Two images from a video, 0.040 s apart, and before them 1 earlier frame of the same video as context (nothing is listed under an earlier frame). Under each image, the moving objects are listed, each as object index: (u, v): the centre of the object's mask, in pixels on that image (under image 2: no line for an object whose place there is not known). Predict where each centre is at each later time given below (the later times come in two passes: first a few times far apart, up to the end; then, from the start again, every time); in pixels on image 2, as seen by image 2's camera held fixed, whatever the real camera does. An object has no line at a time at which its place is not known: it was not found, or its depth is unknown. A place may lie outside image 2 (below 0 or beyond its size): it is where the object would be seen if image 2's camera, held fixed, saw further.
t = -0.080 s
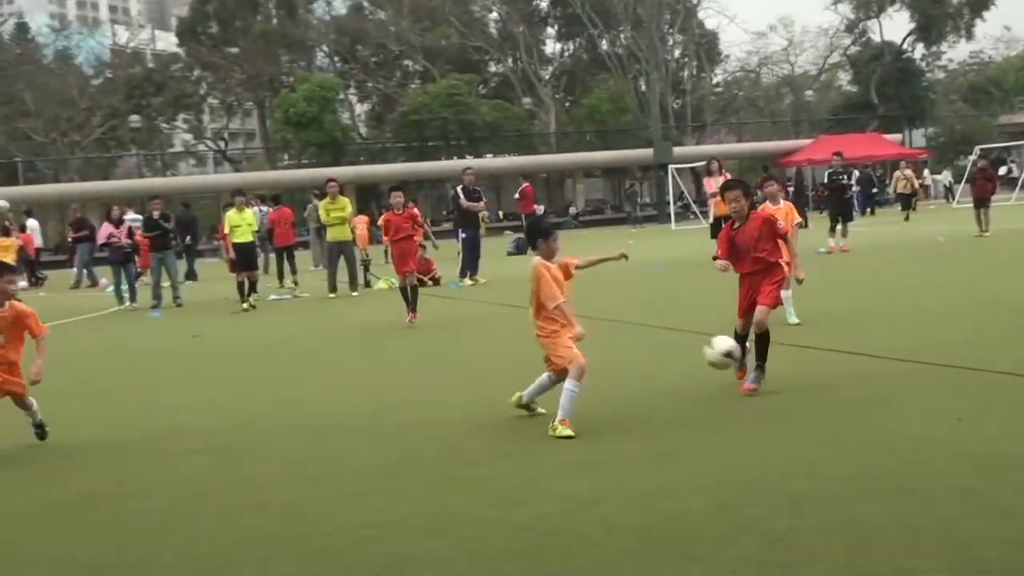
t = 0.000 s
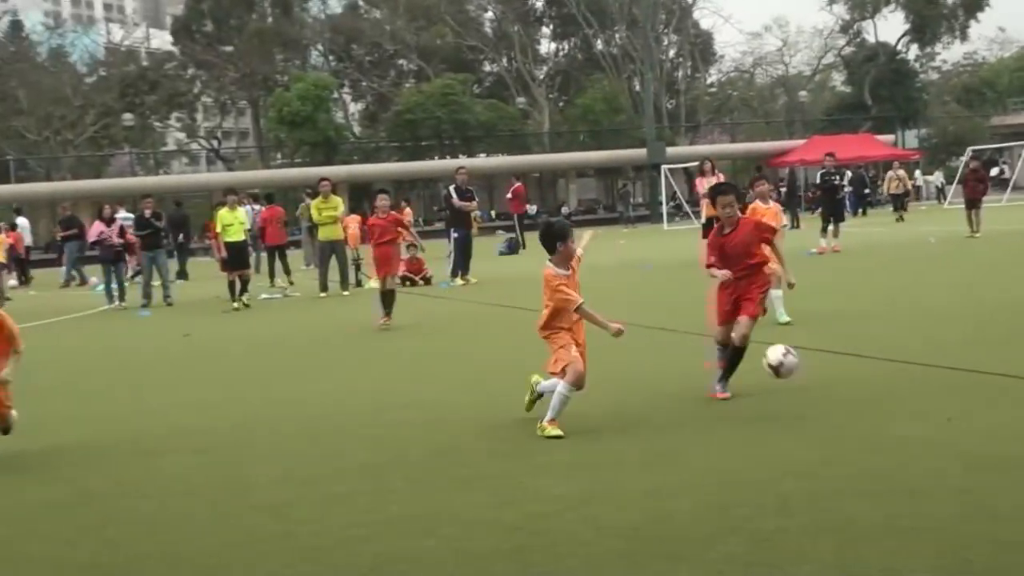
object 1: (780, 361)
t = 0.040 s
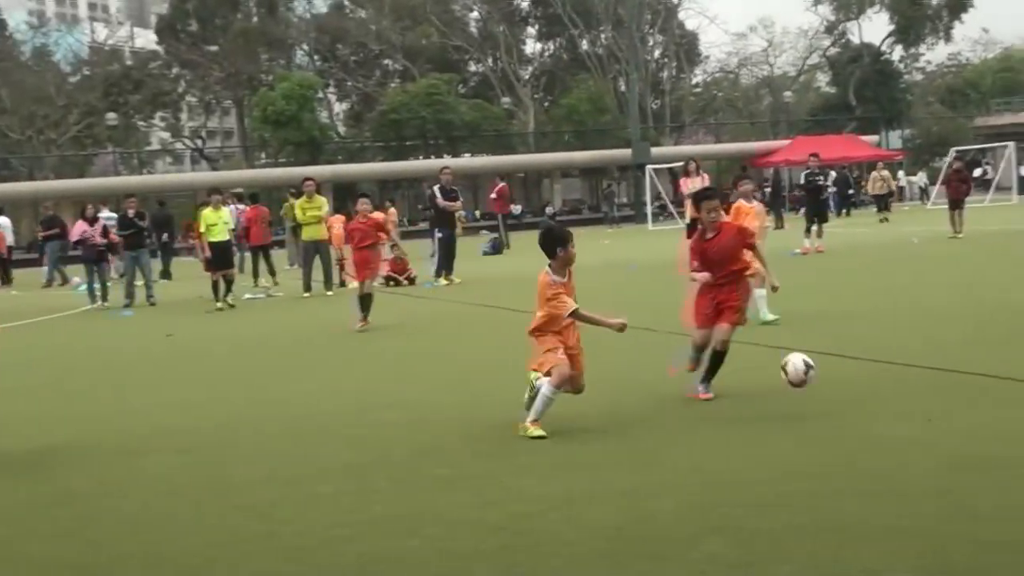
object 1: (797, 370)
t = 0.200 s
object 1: (911, 378)
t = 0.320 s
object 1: (976, 359)
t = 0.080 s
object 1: (831, 381)
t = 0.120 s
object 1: (866, 396)
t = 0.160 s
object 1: (890, 389)
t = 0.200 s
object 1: (911, 378)
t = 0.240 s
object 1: (932, 369)
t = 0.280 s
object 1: (954, 363)
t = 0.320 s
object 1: (976, 359)
